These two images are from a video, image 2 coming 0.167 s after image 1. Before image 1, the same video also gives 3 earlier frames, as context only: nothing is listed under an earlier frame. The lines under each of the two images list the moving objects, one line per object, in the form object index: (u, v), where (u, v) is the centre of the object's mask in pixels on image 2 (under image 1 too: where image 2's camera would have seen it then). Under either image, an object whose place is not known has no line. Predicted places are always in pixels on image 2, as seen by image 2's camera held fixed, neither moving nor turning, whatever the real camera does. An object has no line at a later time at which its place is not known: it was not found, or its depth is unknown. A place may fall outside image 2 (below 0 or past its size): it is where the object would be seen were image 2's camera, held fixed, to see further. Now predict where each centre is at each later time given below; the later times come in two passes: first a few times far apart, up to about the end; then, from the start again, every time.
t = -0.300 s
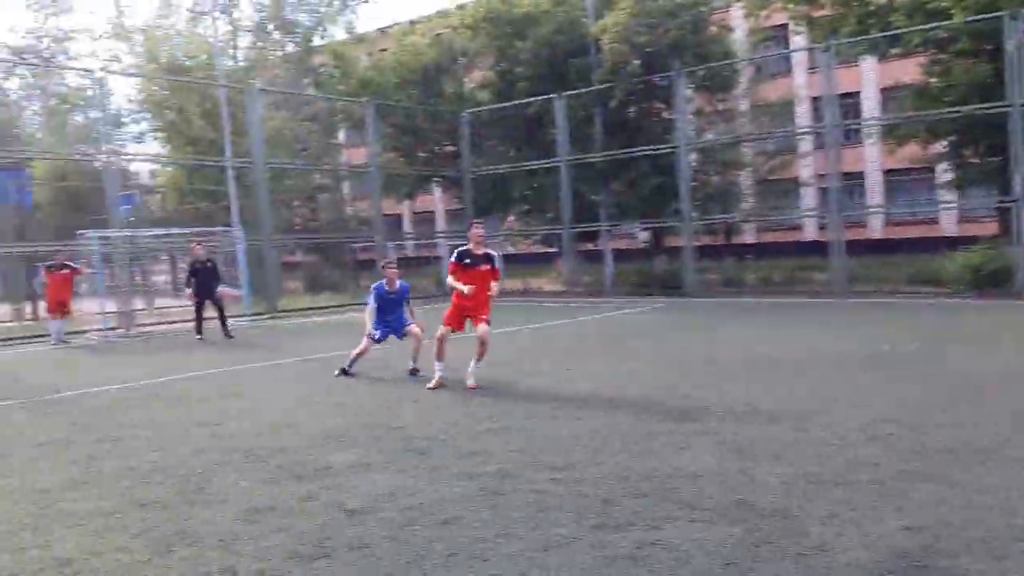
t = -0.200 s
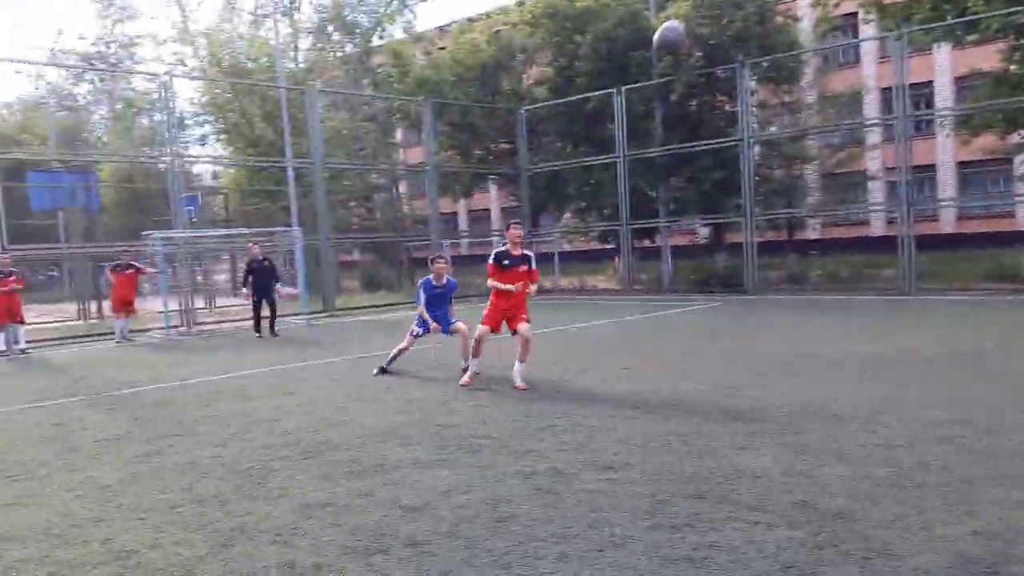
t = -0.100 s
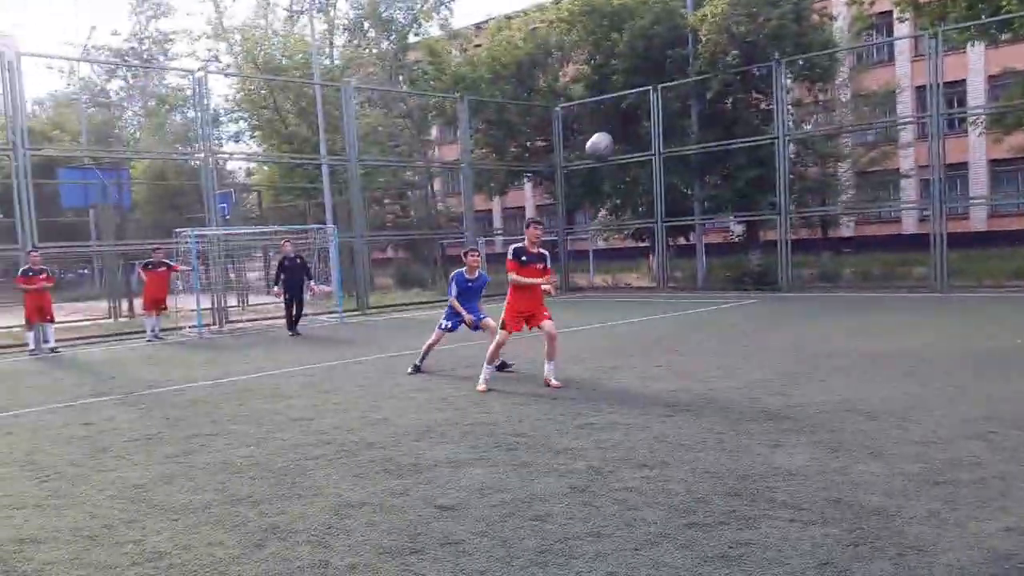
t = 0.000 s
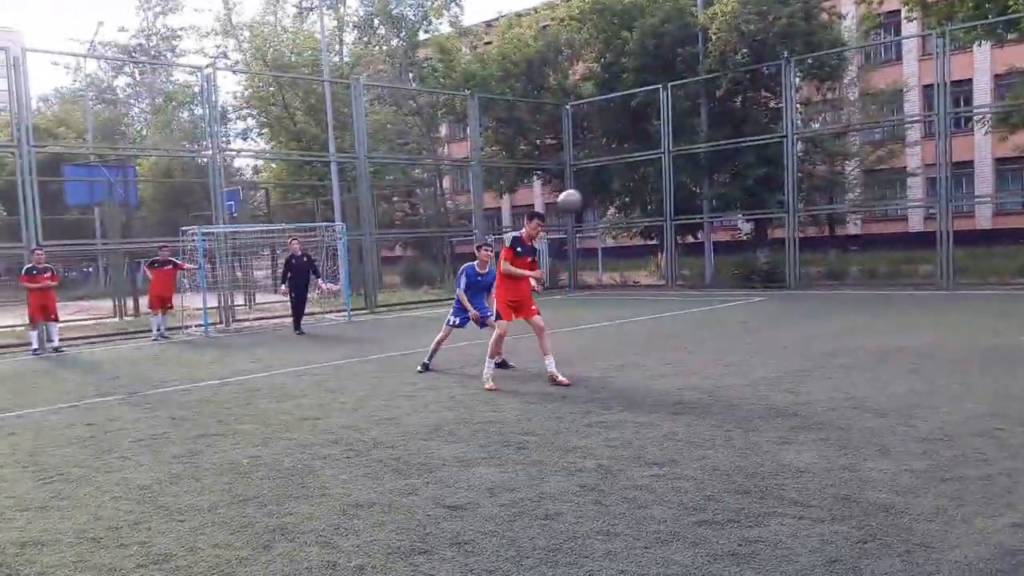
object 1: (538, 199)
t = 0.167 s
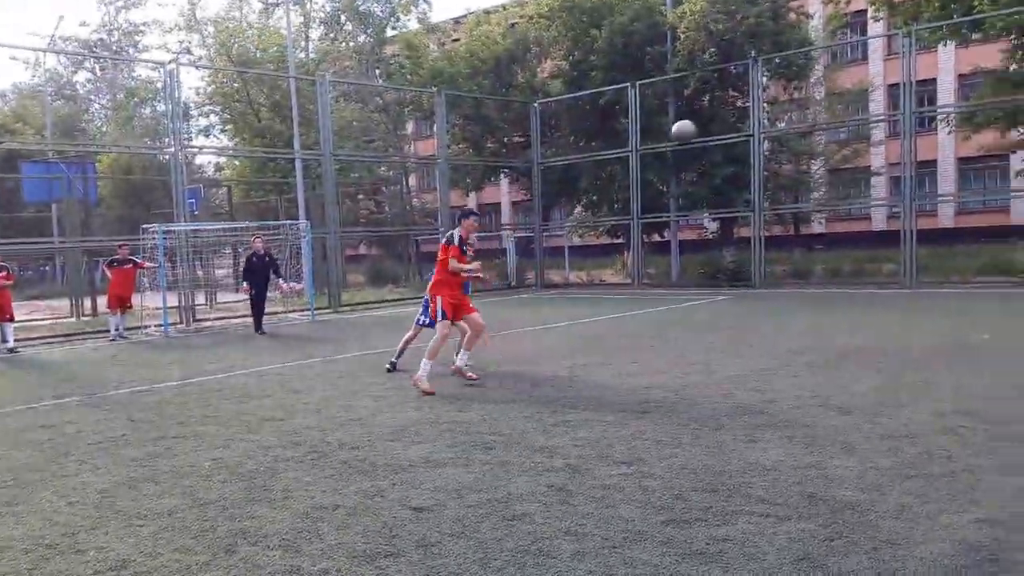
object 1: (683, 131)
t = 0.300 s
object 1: (799, 100)
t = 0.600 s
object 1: (1044, 109)
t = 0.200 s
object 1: (712, 119)
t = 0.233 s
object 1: (740, 113)
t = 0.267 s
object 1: (770, 107)
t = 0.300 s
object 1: (799, 100)
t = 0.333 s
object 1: (829, 96)
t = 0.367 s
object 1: (856, 93)
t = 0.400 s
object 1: (884, 91)
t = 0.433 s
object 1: (911, 91)
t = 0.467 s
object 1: (938, 93)
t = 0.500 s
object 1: (965, 94)
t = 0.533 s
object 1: (990, 99)
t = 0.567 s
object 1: (1018, 103)
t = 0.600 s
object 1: (1044, 109)
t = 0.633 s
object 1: (1070, 115)
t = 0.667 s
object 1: (1094, 124)
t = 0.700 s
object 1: (1121, 133)
